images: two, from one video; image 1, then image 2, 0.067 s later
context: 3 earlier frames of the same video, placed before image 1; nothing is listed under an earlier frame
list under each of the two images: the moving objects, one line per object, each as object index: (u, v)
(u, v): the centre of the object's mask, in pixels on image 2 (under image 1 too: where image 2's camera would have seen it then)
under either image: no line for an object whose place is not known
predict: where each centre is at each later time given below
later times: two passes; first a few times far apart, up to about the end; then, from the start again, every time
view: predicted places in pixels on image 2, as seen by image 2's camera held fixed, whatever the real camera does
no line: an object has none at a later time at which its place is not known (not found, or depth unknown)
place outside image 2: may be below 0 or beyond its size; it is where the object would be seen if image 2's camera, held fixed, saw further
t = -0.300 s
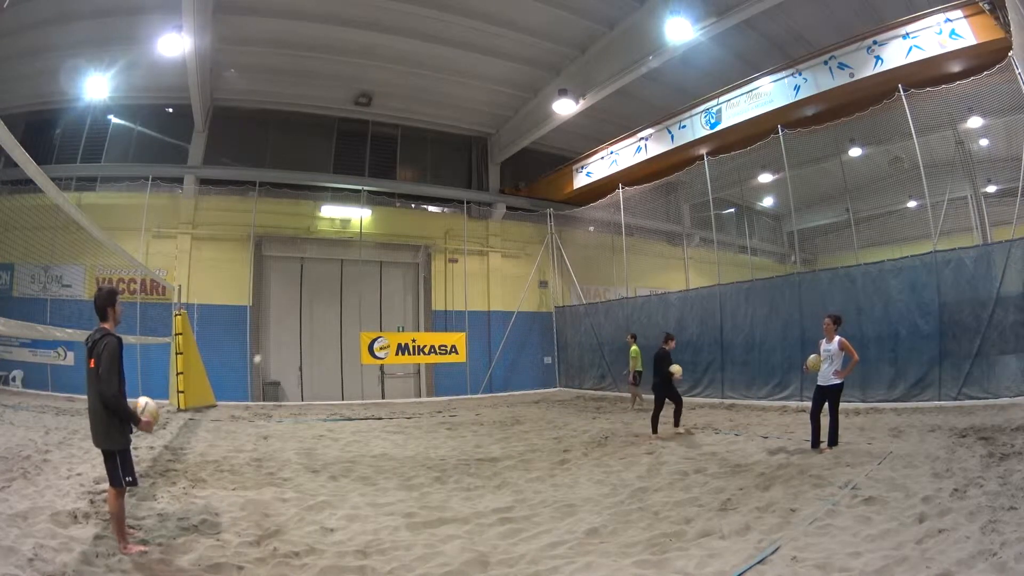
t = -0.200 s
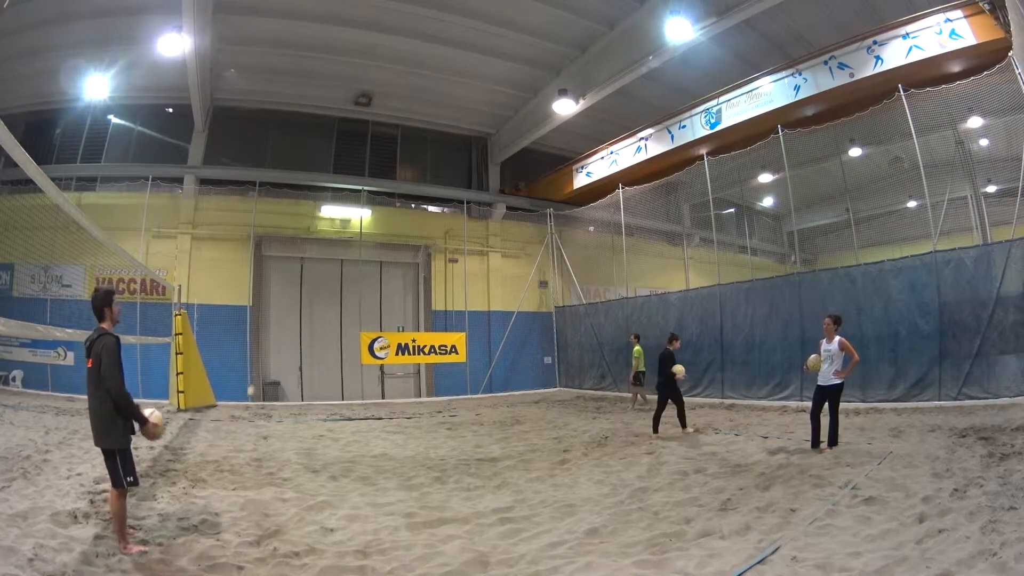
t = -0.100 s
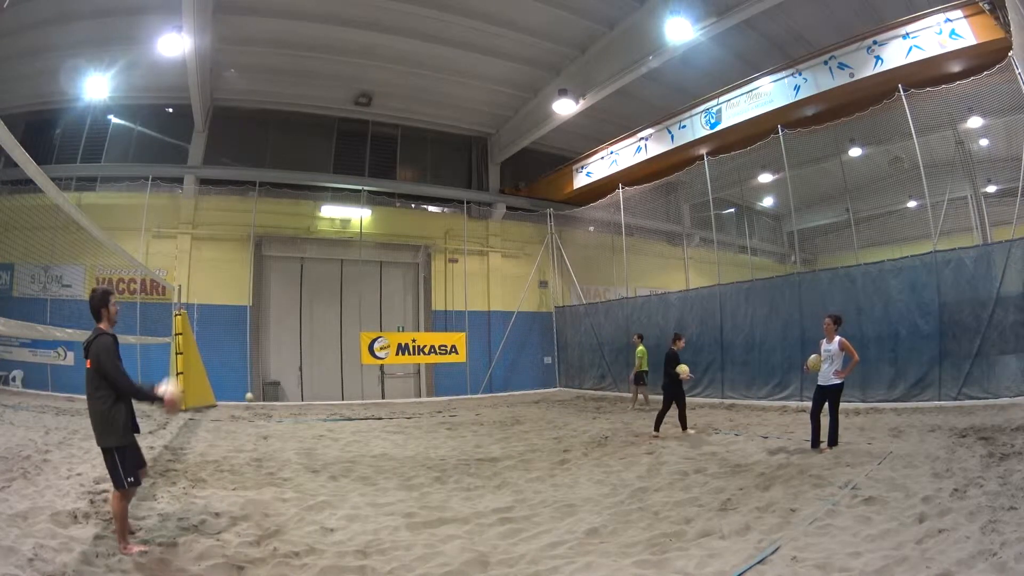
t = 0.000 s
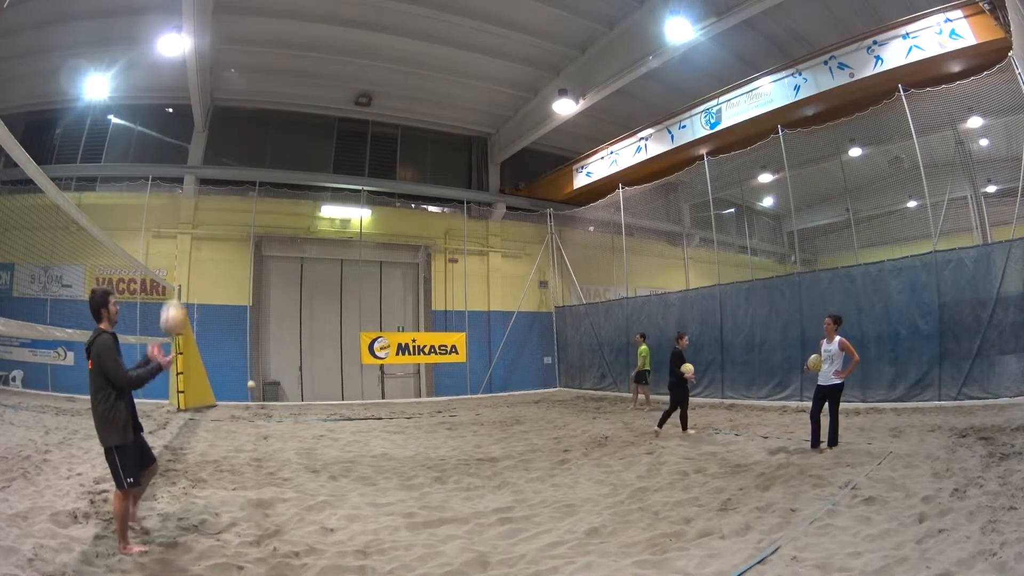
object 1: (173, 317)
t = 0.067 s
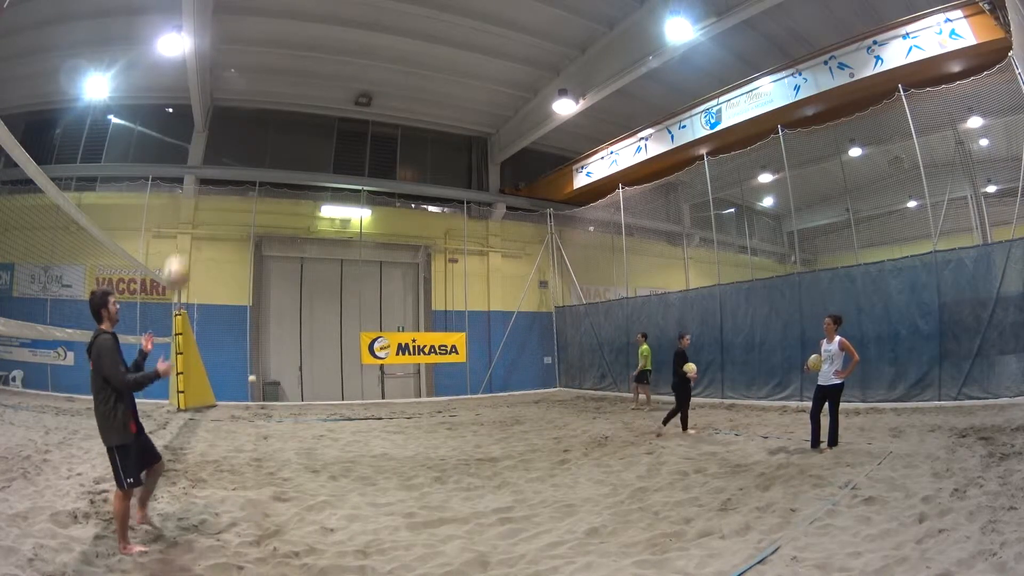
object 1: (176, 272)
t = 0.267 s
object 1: (188, 179)
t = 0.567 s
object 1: (196, 142)
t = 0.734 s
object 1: (191, 170)
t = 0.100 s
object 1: (178, 252)
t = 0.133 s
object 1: (179, 234)
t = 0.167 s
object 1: (182, 217)
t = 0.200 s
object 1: (183, 203)
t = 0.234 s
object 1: (185, 190)
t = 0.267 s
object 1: (188, 179)
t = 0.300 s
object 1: (190, 170)
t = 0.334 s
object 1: (191, 159)
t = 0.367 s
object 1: (192, 155)
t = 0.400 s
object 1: (194, 148)
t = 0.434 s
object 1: (195, 145)
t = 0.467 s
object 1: (196, 142)
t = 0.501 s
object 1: (196, 141)
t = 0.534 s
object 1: (196, 141)
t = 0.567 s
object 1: (196, 142)
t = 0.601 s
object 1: (195, 145)
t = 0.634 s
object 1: (195, 148)
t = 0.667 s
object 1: (194, 154)
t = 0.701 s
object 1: (193, 159)
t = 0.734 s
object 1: (191, 170)
